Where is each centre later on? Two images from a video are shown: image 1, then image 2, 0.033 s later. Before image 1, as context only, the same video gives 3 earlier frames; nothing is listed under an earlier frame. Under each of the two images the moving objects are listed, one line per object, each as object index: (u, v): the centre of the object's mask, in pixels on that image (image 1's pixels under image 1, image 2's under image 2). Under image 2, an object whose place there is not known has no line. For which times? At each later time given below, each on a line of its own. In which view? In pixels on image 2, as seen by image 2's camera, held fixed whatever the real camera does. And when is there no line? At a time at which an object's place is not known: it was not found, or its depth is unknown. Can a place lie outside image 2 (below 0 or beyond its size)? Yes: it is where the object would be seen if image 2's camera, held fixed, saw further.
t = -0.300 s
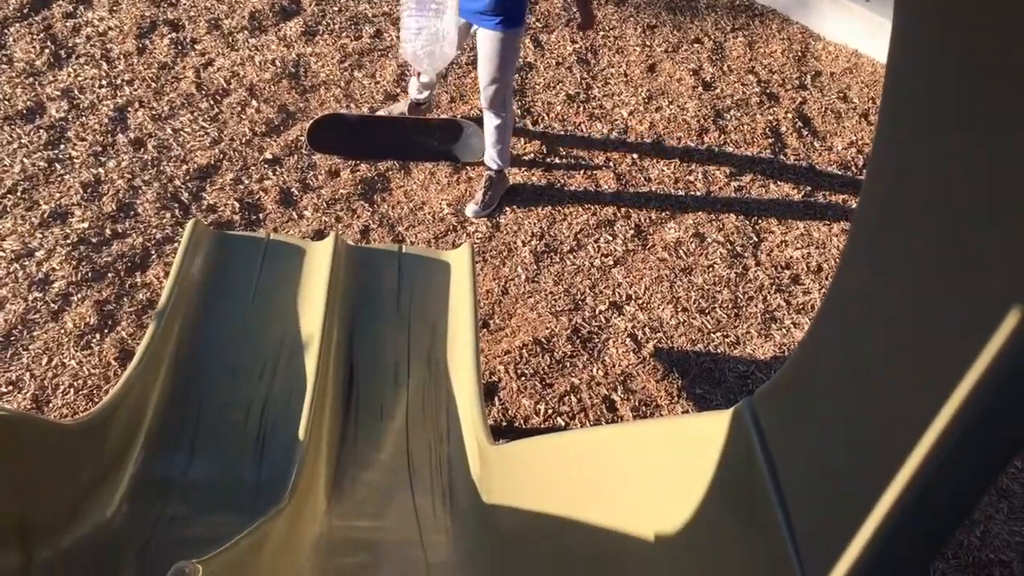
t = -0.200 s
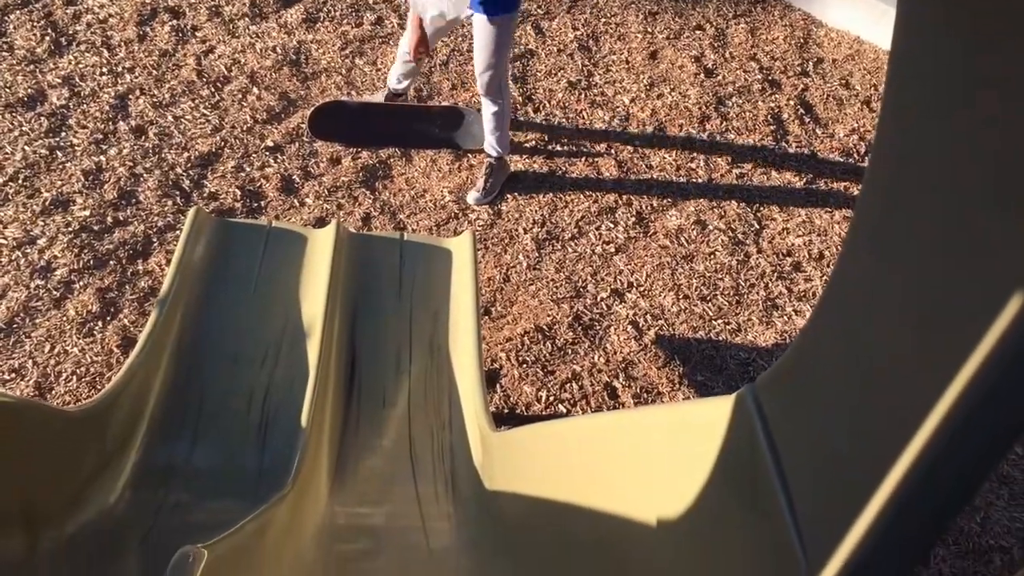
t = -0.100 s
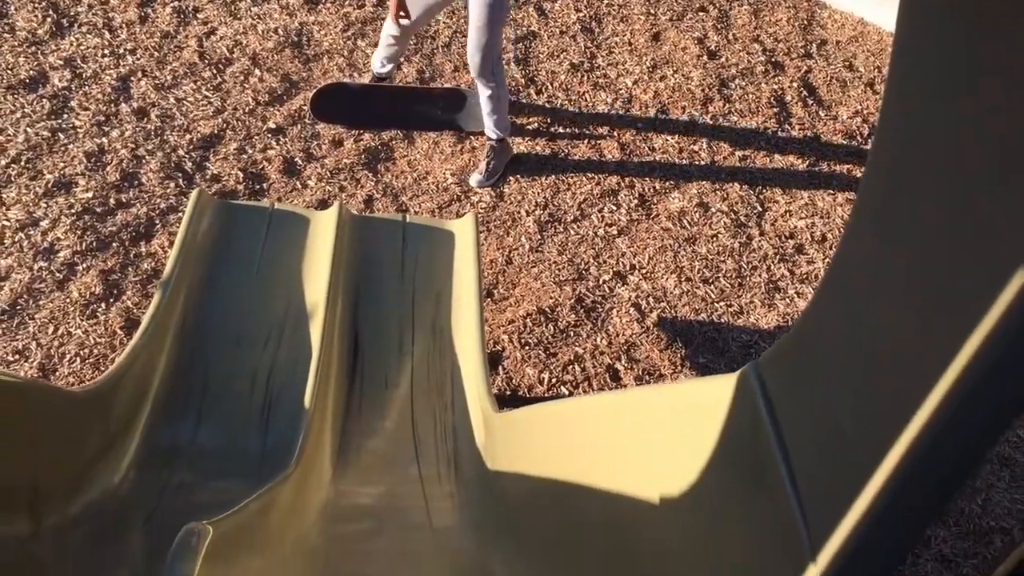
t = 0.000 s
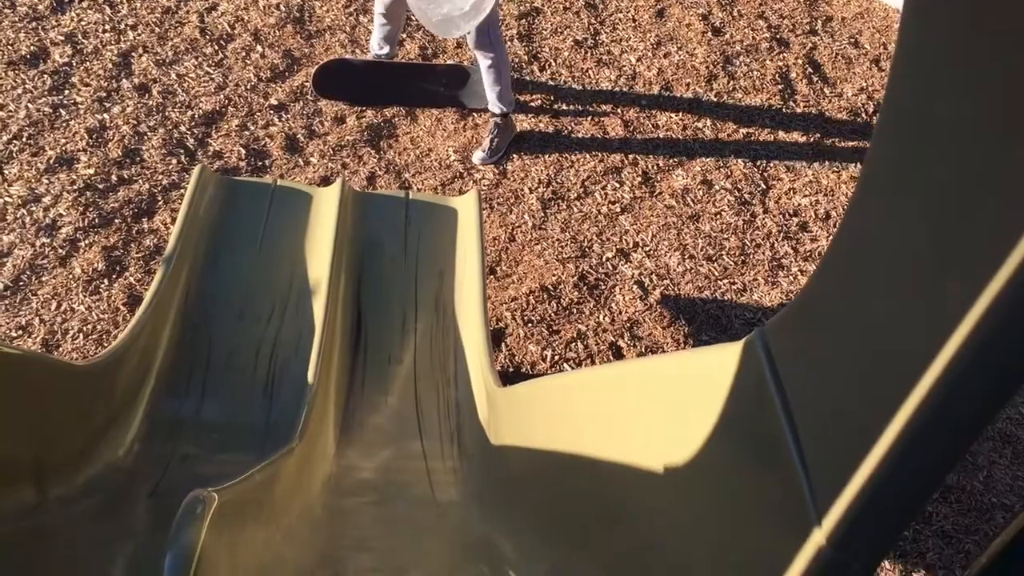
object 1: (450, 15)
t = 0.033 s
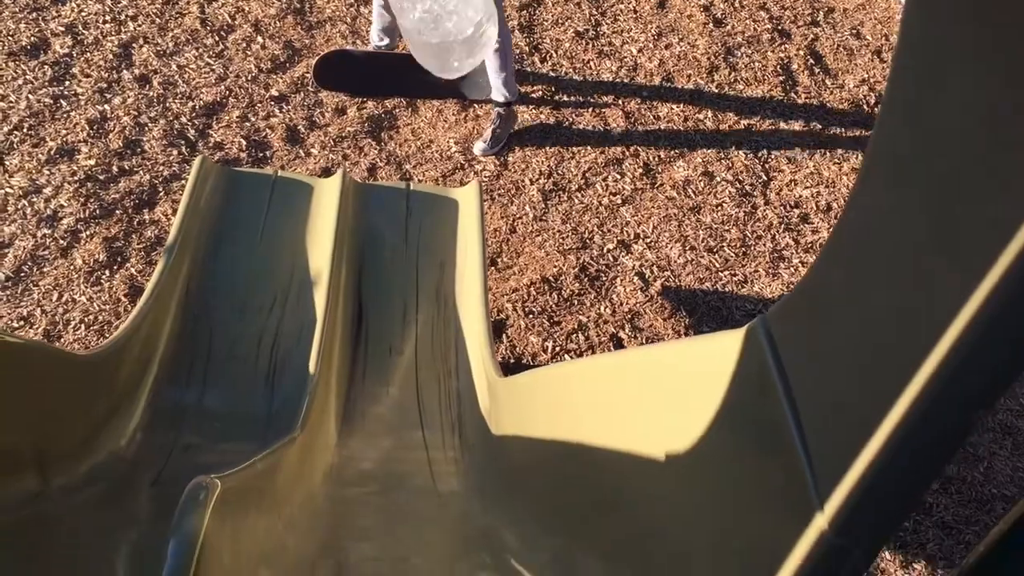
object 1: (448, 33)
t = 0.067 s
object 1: (442, 66)
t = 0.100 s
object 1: (437, 116)
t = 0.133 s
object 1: (432, 192)
